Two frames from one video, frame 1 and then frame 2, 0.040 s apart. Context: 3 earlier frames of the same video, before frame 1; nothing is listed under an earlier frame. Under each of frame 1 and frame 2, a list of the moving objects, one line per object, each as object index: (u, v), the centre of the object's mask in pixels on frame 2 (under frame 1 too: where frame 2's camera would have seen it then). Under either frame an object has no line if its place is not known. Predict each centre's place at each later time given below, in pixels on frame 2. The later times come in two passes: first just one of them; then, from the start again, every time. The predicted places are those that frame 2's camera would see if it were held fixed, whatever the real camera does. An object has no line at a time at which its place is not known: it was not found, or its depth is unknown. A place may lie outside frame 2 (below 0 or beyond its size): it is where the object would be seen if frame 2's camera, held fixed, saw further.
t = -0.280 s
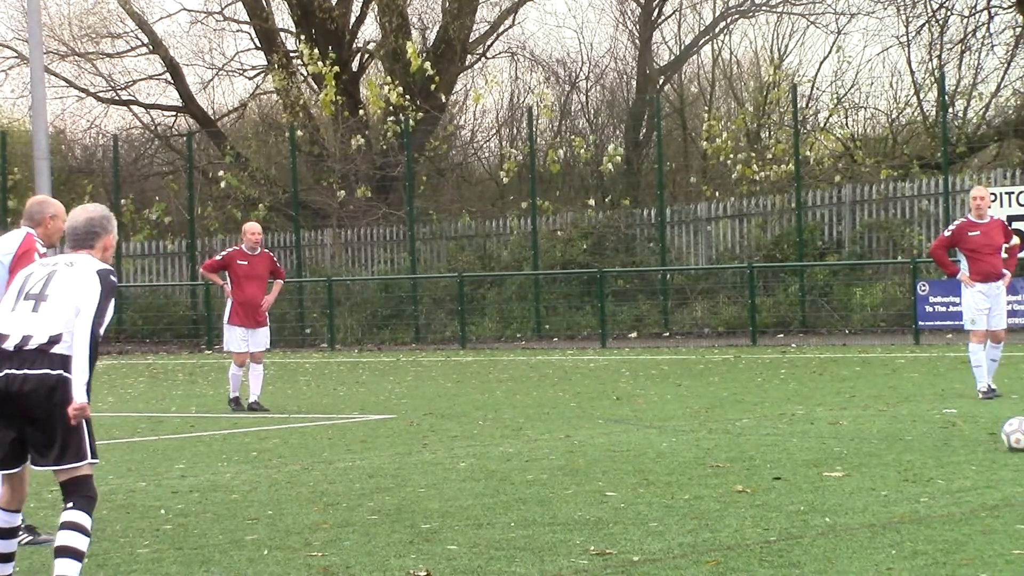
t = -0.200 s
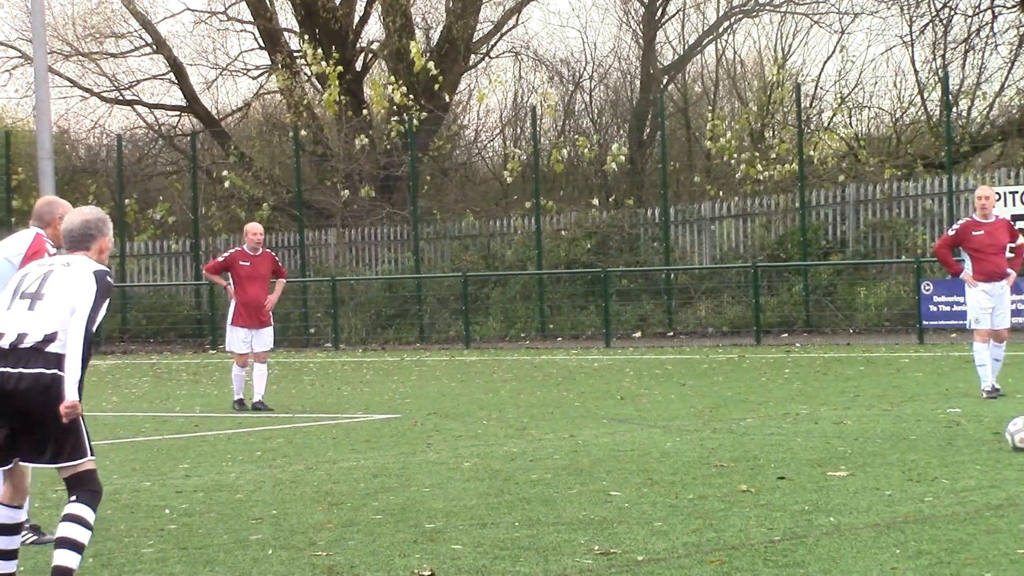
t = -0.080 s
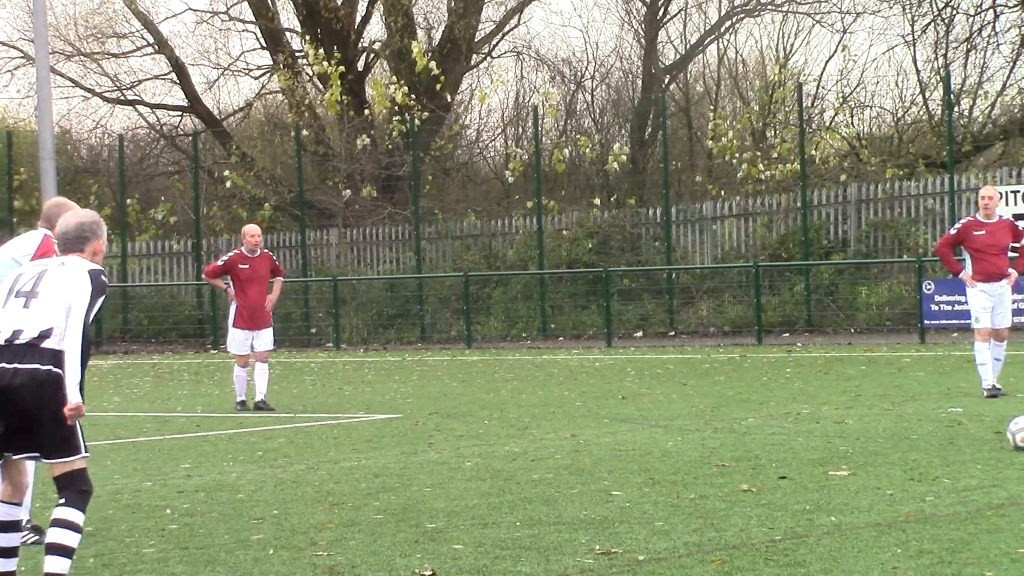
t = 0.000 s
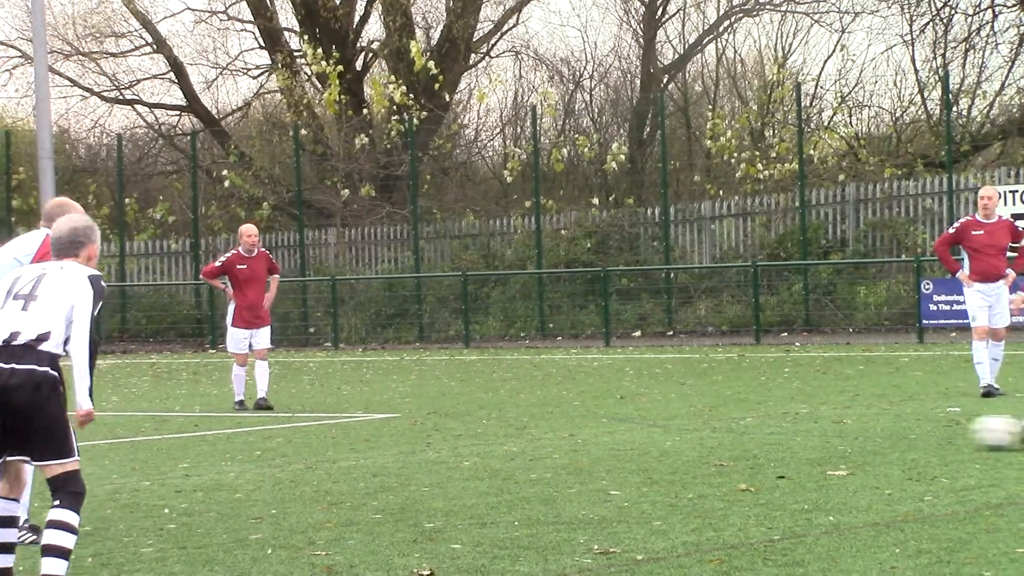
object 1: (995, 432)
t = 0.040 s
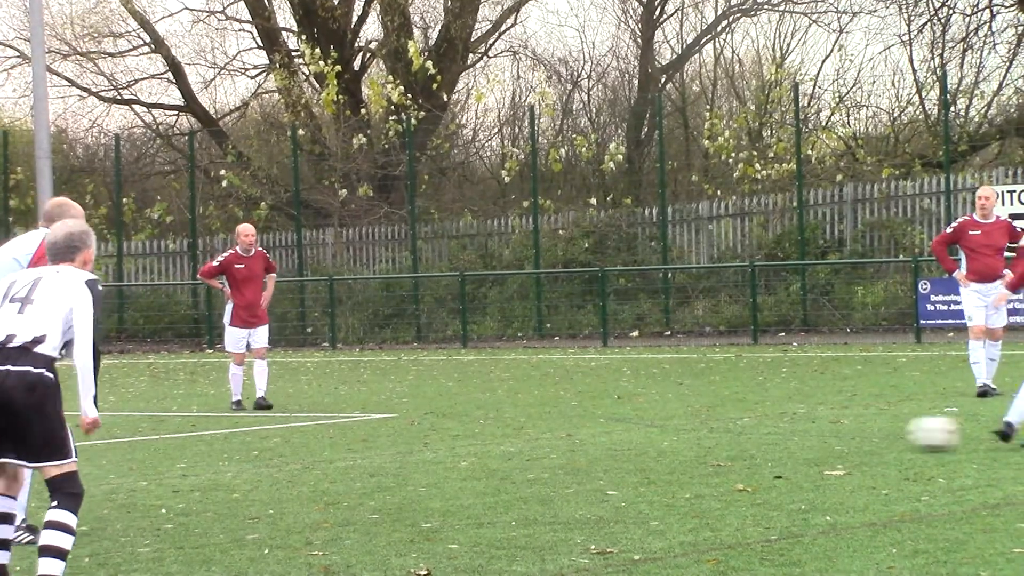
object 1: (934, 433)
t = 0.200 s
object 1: (706, 441)
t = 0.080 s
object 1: (874, 436)
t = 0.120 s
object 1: (817, 436)
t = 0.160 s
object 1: (761, 438)
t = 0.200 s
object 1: (706, 441)
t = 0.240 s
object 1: (654, 442)
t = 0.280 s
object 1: (602, 443)
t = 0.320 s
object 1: (551, 446)
